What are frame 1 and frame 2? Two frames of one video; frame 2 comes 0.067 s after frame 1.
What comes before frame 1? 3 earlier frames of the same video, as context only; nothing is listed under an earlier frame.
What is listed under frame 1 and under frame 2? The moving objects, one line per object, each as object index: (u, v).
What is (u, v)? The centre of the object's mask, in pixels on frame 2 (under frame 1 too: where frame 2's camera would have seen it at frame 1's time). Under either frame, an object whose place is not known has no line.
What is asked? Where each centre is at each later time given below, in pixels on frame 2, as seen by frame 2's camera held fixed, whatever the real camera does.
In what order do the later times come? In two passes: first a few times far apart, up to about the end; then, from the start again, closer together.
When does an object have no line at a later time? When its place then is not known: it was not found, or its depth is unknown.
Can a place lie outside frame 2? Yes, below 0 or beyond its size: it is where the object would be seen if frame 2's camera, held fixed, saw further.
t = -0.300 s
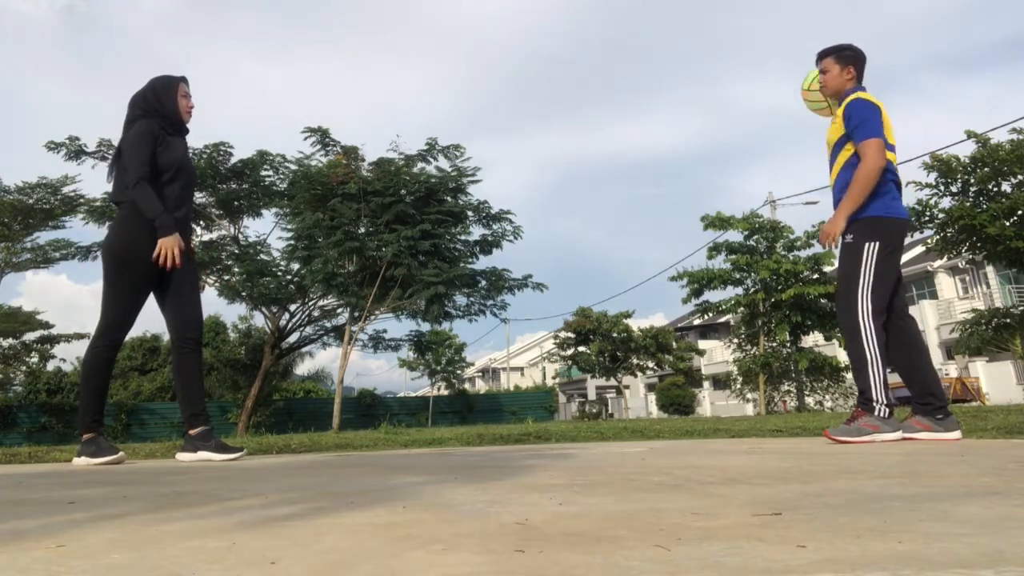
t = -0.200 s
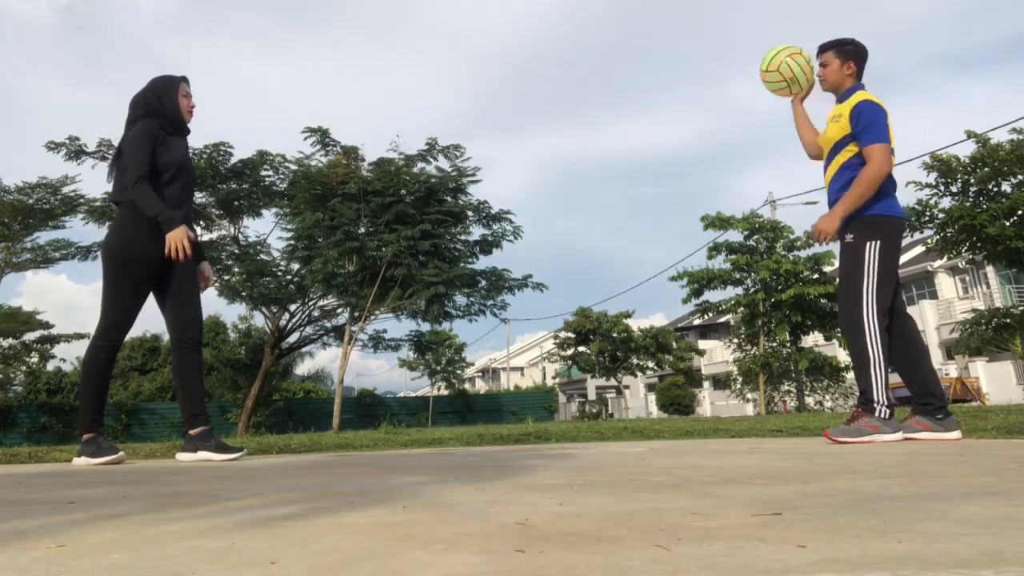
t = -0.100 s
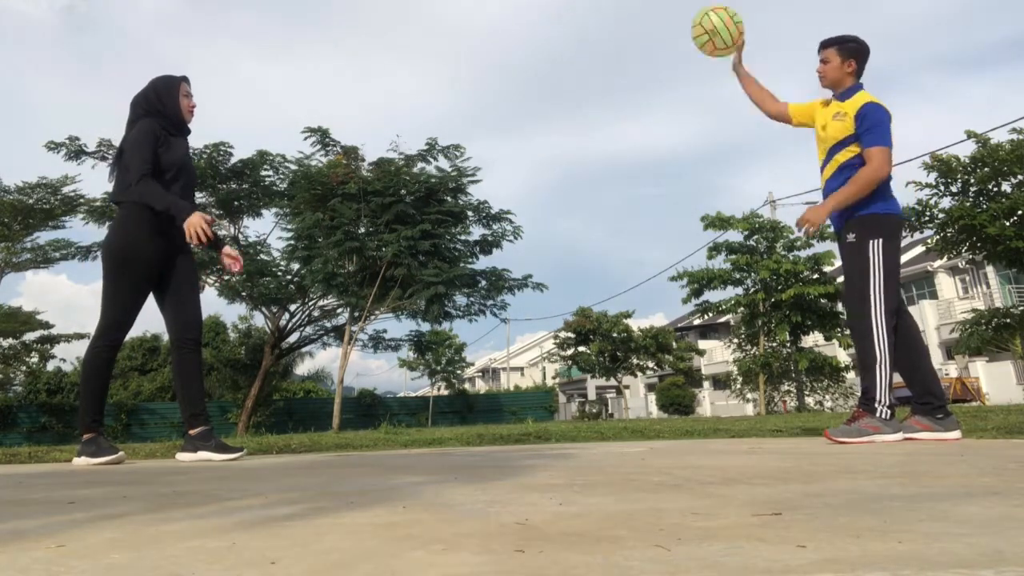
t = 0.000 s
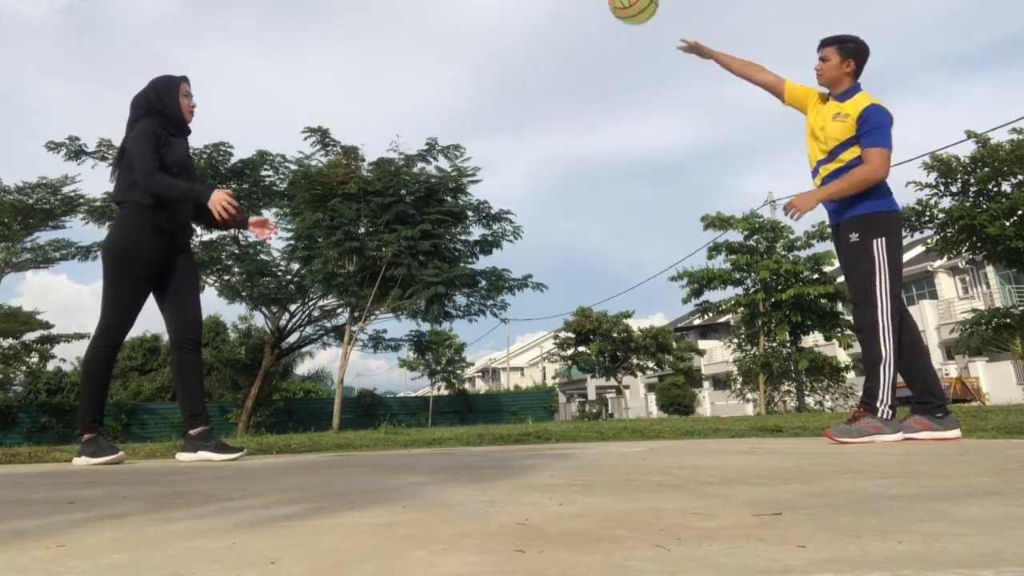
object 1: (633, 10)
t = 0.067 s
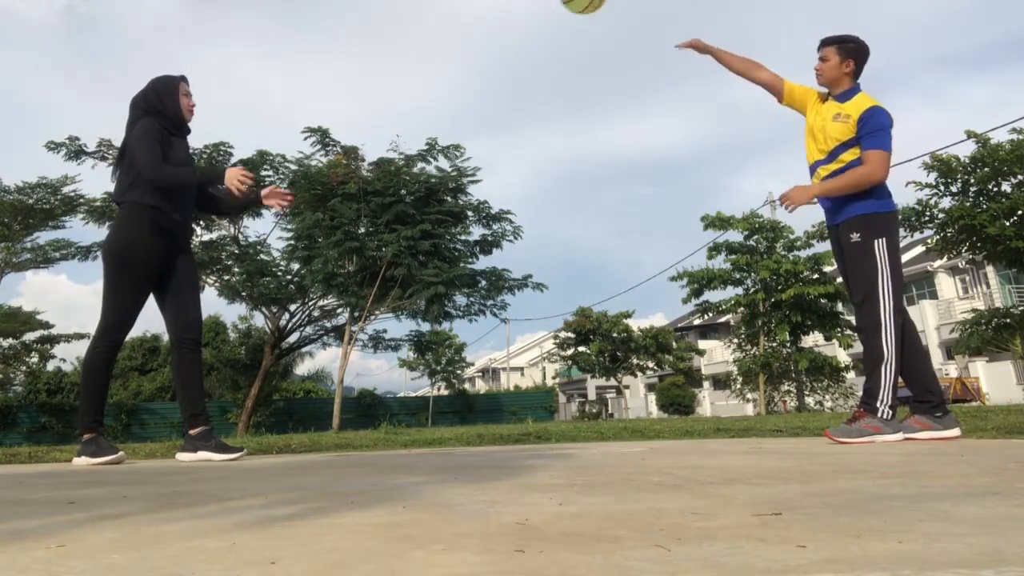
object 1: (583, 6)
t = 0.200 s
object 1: (489, 6)
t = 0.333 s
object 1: (400, 19)
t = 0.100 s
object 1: (559, 5)
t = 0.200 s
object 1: (489, 6)
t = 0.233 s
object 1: (467, 8)
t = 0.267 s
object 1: (445, 11)
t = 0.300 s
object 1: (423, 15)
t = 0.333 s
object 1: (400, 19)
